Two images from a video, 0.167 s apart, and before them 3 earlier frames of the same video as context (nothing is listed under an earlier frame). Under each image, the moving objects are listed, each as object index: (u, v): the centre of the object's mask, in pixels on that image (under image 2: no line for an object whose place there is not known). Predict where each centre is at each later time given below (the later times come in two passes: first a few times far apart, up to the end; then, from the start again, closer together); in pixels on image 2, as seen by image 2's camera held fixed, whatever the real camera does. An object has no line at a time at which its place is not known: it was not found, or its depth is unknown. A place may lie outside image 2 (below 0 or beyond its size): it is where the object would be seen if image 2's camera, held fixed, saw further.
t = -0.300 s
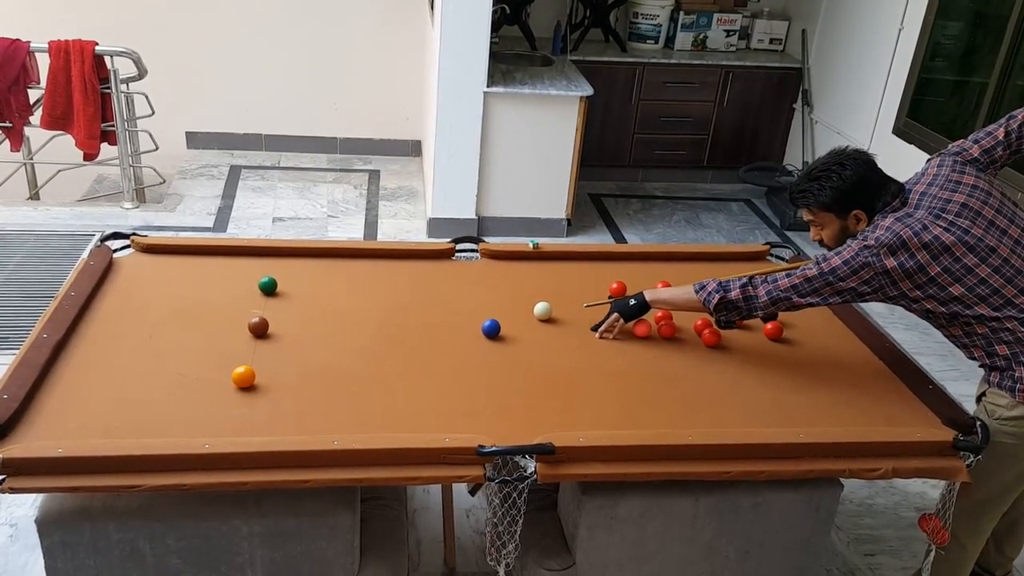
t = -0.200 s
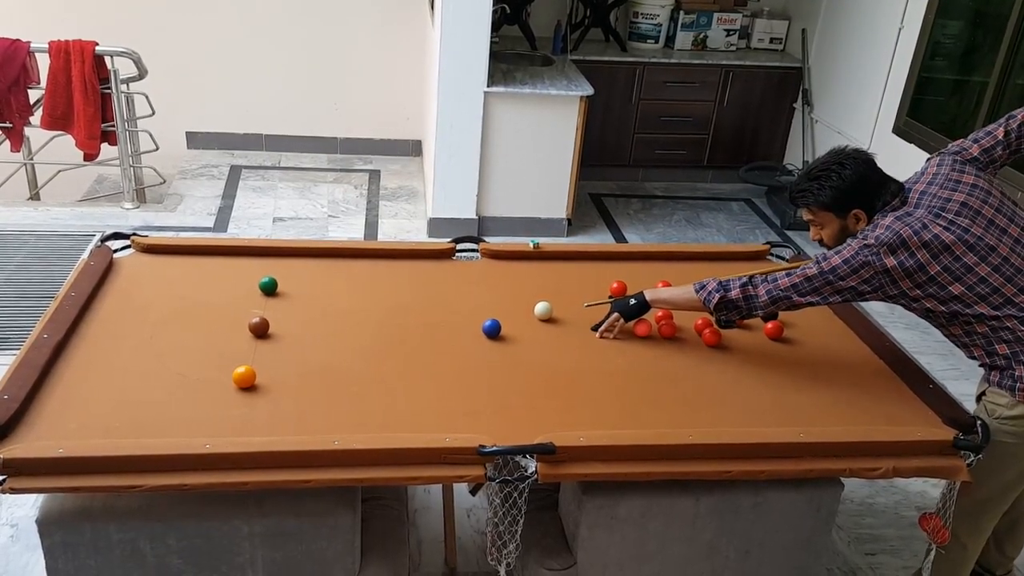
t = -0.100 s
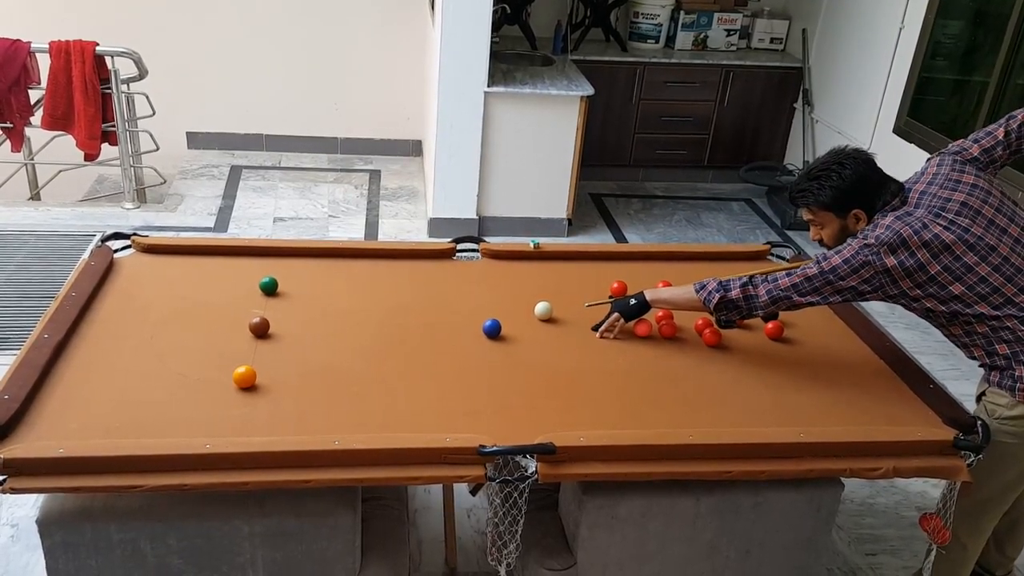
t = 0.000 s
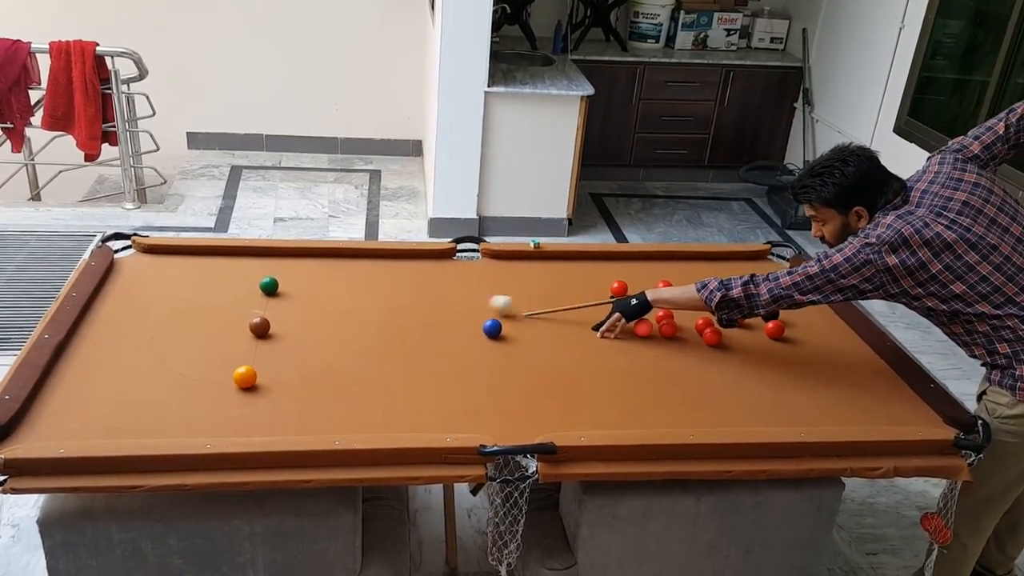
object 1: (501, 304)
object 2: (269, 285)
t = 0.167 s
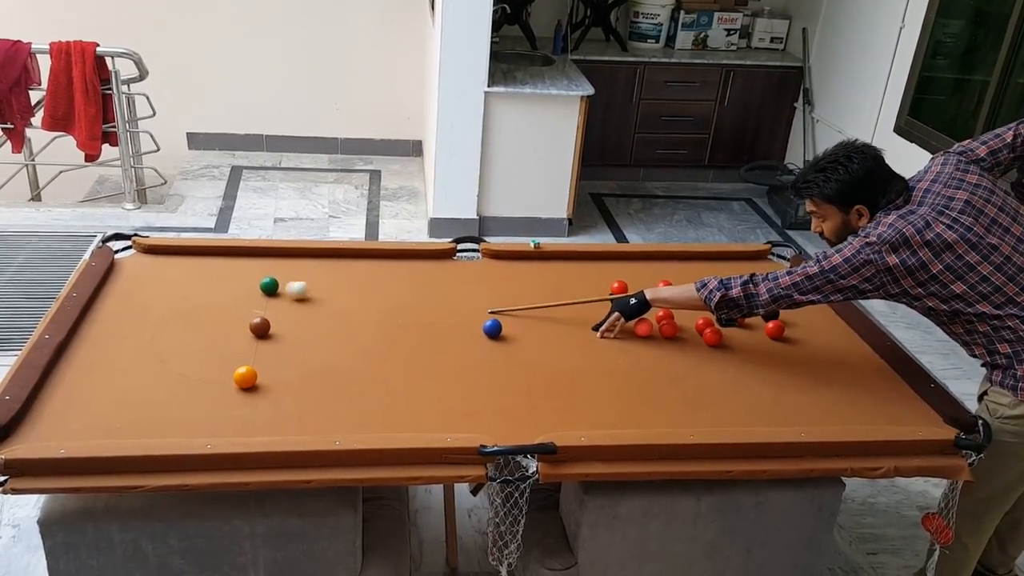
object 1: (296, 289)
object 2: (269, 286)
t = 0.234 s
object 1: (273, 295)
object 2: (224, 275)
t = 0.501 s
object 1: (203, 322)
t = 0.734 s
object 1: (137, 346)
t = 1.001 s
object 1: (55, 375)
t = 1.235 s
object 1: (72, 398)
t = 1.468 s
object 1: (91, 419)
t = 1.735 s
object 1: (113, 432)
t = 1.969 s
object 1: (135, 425)
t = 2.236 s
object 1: (155, 415)
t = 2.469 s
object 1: (169, 409)
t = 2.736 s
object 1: (179, 406)
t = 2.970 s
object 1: (184, 404)
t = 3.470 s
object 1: (186, 403)
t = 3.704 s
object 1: (185, 404)
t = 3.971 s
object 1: (185, 403)
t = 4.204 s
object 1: (185, 404)
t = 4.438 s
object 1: (185, 404)
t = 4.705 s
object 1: (185, 404)
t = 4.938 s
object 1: (185, 404)
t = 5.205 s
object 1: (186, 404)
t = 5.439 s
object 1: (186, 404)
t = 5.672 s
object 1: (185, 403)
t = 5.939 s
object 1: (186, 404)
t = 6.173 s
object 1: (184, 404)
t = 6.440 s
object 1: (184, 403)
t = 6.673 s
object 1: (186, 403)
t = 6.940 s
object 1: (184, 403)
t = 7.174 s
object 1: (183, 403)
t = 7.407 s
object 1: (182, 403)
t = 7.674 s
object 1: (182, 403)
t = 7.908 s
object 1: (183, 402)
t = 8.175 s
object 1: (182, 402)
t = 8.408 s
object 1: (182, 402)
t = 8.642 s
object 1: (182, 402)
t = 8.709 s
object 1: (182, 402)
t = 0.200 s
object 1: (280, 290)
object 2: (250, 281)
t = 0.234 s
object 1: (273, 295)
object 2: (224, 275)
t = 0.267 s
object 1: (265, 299)
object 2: (199, 270)
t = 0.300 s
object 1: (256, 302)
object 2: (174, 264)
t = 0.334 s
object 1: (248, 305)
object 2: (152, 258)
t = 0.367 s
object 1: (239, 309)
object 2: (131, 254)
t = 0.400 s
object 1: (230, 312)
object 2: (126, 248)
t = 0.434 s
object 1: (221, 315)
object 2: (124, 246)
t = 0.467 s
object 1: (212, 319)
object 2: (117, 250)
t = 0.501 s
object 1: (203, 322)
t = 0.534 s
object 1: (194, 325)
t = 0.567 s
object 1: (184, 329)
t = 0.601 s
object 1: (175, 332)
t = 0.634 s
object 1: (165, 335)
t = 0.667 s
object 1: (156, 339)
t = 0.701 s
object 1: (146, 342)
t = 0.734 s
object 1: (137, 346)
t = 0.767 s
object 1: (127, 350)
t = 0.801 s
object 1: (117, 353)
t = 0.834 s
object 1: (107, 357)
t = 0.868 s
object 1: (97, 361)
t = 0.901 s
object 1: (86, 364)
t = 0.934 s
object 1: (76, 368)
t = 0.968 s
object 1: (66, 372)
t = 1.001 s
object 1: (55, 375)
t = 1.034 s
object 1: (56, 379)
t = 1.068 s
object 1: (59, 382)
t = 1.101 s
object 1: (62, 385)
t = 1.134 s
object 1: (64, 388)
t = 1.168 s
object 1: (67, 391)
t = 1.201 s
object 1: (70, 394)
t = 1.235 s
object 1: (72, 398)
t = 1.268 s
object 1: (75, 401)
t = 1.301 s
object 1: (77, 404)
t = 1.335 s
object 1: (80, 407)
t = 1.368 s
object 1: (82, 410)
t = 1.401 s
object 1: (85, 413)
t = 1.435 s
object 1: (88, 416)
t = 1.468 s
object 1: (91, 419)
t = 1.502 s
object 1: (93, 422)
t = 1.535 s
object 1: (96, 425)
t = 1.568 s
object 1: (98, 427)
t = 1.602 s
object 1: (101, 429)
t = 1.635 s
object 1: (103, 431)
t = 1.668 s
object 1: (106, 432)
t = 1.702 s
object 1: (109, 433)
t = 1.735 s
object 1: (113, 432)
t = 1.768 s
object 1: (116, 431)
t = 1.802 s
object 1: (119, 430)
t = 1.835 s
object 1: (123, 429)
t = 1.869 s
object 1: (126, 428)
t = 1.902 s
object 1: (129, 428)
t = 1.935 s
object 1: (132, 426)
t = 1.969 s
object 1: (135, 425)
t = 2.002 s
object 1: (138, 424)
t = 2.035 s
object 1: (141, 422)
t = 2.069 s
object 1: (144, 421)
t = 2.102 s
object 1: (146, 420)
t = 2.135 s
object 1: (148, 419)
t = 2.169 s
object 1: (151, 417)
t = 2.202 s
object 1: (153, 416)
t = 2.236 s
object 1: (155, 415)
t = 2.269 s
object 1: (157, 414)
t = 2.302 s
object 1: (160, 413)
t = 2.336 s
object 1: (161, 413)
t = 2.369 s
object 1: (163, 412)
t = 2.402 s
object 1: (165, 411)
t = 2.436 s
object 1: (167, 410)
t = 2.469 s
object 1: (169, 409)
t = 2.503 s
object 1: (170, 409)
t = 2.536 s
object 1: (172, 408)
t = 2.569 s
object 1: (173, 408)
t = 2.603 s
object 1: (175, 407)
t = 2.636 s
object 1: (176, 407)
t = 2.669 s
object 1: (177, 406)
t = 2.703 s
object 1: (178, 406)
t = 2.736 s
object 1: (179, 406)
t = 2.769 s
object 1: (180, 405)
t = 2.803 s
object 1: (181, 405)
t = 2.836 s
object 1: (182, 405)
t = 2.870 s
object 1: (183, 404)
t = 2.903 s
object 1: (183, 404)
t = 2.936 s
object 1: (184, 404)
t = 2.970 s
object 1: (184, 404)
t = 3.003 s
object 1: (185, 403)
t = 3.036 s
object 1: (185, 404)
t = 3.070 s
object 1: (185, 403)
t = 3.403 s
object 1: (189, 403)
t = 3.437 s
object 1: (185, 403)
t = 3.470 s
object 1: (186, 403)
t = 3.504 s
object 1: (185, 403)
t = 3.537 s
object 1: (185, 403)
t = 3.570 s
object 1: (185, 403)
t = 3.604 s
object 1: (185, 403)
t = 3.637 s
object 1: (185, 403)
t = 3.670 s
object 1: (185, 404)
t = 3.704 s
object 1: (185, 404)
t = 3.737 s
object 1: (185, 403)
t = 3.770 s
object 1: (185, 403)
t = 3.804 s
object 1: (186, 404)
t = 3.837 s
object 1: (185, 403)
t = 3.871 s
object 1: (185, 403)
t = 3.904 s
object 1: (185, 403)
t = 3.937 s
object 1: (185, 403)
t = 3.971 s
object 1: (185, 403)
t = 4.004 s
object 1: (185, 403)
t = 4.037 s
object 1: (185, 403)
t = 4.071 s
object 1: (185, 403)
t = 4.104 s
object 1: (185, 403)
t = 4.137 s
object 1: (185, 403)
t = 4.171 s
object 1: (185, 404)
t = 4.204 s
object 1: (185, 404)
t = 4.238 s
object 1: (185, 403)
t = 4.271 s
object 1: (185, 404)
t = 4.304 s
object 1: (185, 404)
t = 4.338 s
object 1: (185, 404)
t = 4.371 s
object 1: (185, 404)
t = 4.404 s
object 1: (185, 404)
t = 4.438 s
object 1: (185, 404)
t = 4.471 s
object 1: (185, 404)
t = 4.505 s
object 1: (185, 404)
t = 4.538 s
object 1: (185, 404)
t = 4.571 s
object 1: (185, 404)
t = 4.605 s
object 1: (185, 404)
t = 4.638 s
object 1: (185, 404)
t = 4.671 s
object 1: (185, 404)
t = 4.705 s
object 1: (185, 404)
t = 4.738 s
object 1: (185, 404)
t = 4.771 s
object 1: (185, 404)
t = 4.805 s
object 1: (186, 404)
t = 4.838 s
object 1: (186, 404)
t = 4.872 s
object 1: (186, 404)
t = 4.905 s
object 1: (185, 404)
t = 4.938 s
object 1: (185, 404)
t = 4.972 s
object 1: (185, 404)
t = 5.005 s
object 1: (186, 404)
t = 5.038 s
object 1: (186, 404)
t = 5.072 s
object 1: (186, 404)
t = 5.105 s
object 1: (186, 404)
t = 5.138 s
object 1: (186, 404)
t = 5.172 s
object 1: (186, 404)
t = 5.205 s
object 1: (186, 404)
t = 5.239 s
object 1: (186, 404)
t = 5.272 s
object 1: (186, 404)
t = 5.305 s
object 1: (186, 404)
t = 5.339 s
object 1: (186, 404)
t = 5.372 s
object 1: (186, 404)
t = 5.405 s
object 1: (186, 404)
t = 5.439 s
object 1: (186, 404)
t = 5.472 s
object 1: (186, 404)
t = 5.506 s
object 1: (185, 404)
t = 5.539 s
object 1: (186, 404)
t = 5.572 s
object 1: (186, 403)
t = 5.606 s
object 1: (186, 403)
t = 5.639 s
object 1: (186, 403)
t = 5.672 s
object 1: (185, 403)
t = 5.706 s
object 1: (185, 403)
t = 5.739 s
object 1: (185, 404)
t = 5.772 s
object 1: (185, 404)
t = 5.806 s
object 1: (185, 404)
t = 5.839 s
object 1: (185, 404)
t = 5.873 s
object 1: (186, 404)
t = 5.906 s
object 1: (186, 403)
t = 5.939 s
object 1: (186, 404)
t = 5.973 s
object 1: (186, 404)
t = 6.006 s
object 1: (186, 404)
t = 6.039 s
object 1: (185, 404)
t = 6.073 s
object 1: (185, 404)
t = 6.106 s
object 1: (185, 403)
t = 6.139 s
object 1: (185, 404)
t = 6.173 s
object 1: (184, 404)
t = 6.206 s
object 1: (184, 403)
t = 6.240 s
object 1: (184, 403)
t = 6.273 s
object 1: (184, 403)
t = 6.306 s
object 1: (184, 403)
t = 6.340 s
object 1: (184, 403)
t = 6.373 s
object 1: (184, 403)
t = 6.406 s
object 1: (184, 403)
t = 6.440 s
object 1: (184, 403)
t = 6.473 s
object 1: (184, 403)
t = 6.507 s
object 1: (184, 403)
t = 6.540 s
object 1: (184, 403)
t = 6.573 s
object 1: (185, 403)
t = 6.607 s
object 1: (185, 403)
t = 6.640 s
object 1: (185, 403)
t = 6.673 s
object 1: (186, 403)
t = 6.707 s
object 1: (186, 403)
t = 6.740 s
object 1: (185, 403)
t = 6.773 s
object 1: (185, 403)
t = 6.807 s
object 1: (184, 403)
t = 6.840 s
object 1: (184, 403)
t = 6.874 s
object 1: (184, 403)
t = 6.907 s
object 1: (184, 403)
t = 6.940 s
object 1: (184, 403)
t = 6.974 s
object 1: (184, 403)
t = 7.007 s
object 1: (184, 403)
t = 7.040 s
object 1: (184, 403)
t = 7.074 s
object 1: (184, 403)
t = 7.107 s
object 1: (183, 403)
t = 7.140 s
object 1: (183, 403)
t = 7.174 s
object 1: (183, 403)
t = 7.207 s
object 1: (183, 403)
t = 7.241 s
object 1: (182, 403)
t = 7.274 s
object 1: (182, 403)
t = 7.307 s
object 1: (182, 403)
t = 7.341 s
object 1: (181, 403)
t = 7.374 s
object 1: (181, 403)
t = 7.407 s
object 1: (182, 403)
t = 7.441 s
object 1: (182, 403)
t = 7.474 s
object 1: (182, 403)
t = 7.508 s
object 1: (181, 403)
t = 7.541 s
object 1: (181, 403)
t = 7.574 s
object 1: (182, 403)
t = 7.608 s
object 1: (181, 403)
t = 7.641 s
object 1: (182, 403)
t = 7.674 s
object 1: (182, 403)
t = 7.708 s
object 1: (182, 403)
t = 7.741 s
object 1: (182, 403)
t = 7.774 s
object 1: (182, 402)
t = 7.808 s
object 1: (182, 403)
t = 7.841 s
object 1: (182, 402)
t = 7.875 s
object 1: (182, 403)
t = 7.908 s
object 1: (183, 402)
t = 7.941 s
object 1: (183, 402)
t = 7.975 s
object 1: (182, 402)
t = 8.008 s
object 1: (182, 402)
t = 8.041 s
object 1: (182, 403)
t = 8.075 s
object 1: (183, 403)
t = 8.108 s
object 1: (182, 402)
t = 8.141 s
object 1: (182, 402)
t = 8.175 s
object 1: (182, 402)
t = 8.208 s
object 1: (182, 402)
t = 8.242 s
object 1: (182, 402)
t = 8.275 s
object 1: (182, 402)
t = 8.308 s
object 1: (182, 402)
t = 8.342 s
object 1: (182, 402)
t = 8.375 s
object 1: (182, 402)
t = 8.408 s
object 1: (182, 402)
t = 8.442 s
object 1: (182, 402)
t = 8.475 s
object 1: (182, 402)
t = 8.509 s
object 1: (182, 402)
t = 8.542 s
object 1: (182, 402)
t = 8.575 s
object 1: (182, 402)
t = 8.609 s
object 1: (182, 402)
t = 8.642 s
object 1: (182, 402)
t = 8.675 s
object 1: (182, 402)
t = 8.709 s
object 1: (182, 402)
